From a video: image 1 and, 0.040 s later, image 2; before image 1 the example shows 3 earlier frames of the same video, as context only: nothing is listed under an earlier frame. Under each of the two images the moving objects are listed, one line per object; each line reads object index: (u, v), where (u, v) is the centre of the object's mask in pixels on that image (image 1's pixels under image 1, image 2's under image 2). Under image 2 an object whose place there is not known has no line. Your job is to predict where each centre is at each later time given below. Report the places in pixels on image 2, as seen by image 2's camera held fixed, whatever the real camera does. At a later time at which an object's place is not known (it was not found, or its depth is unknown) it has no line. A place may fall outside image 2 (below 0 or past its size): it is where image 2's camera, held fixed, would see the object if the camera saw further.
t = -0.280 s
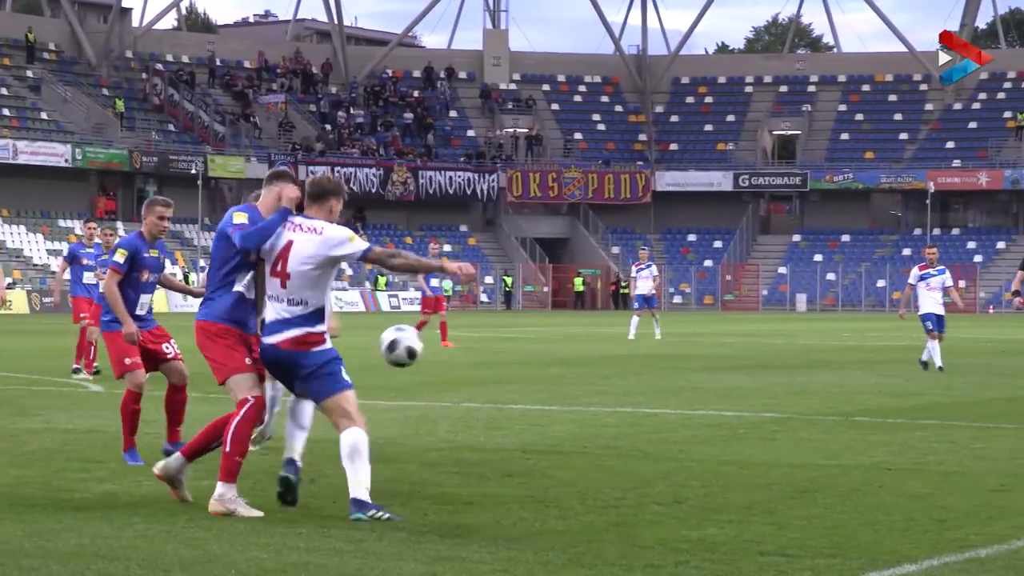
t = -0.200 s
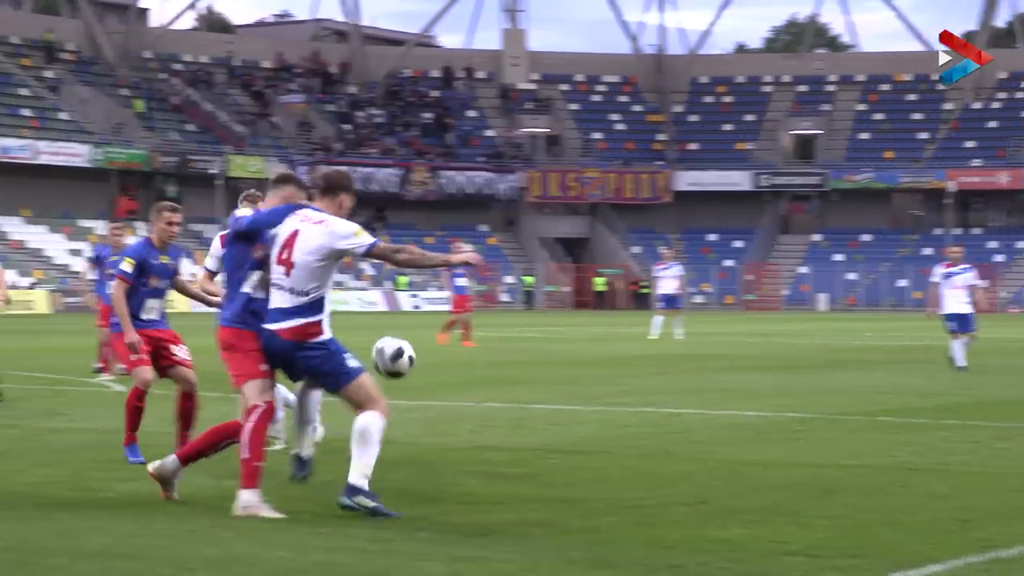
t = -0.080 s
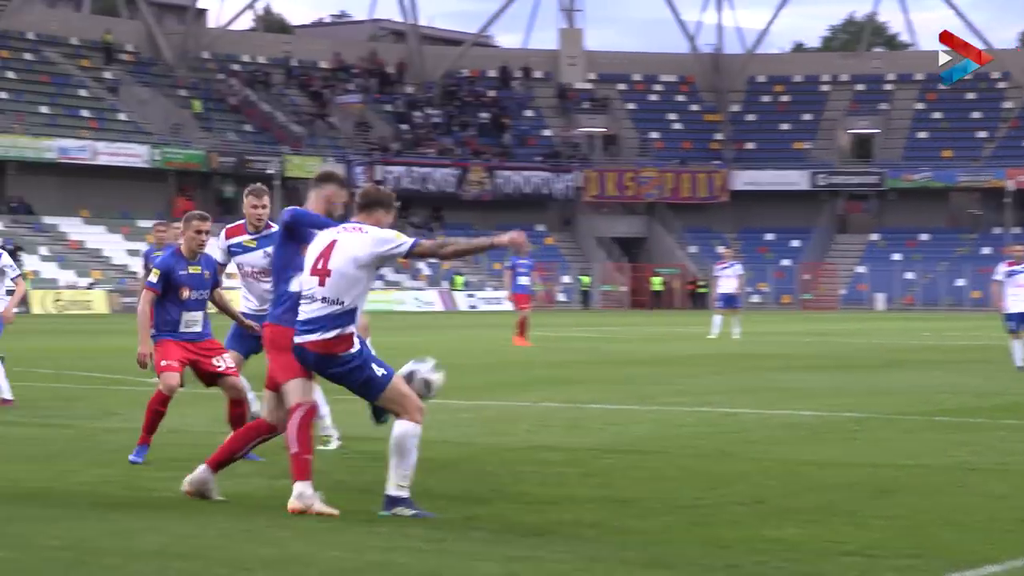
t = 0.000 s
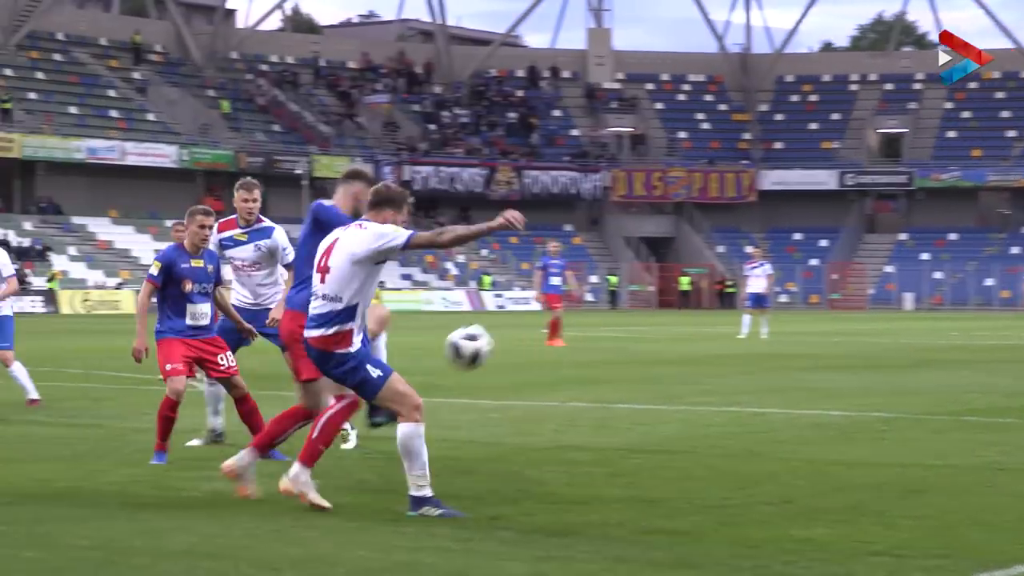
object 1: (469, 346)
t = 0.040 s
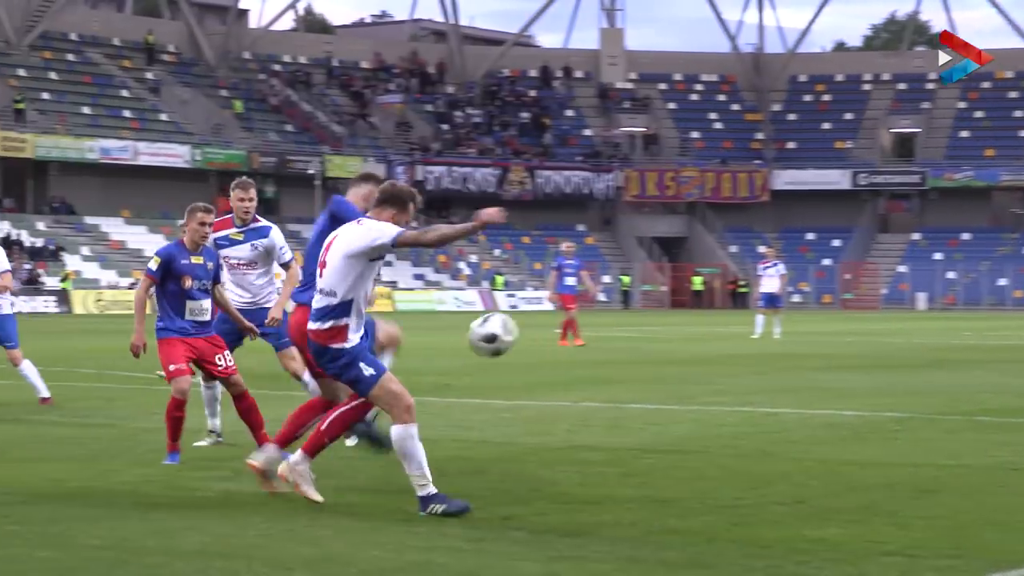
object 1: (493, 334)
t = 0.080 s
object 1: (504, 326)
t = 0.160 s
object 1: (534, 317)
